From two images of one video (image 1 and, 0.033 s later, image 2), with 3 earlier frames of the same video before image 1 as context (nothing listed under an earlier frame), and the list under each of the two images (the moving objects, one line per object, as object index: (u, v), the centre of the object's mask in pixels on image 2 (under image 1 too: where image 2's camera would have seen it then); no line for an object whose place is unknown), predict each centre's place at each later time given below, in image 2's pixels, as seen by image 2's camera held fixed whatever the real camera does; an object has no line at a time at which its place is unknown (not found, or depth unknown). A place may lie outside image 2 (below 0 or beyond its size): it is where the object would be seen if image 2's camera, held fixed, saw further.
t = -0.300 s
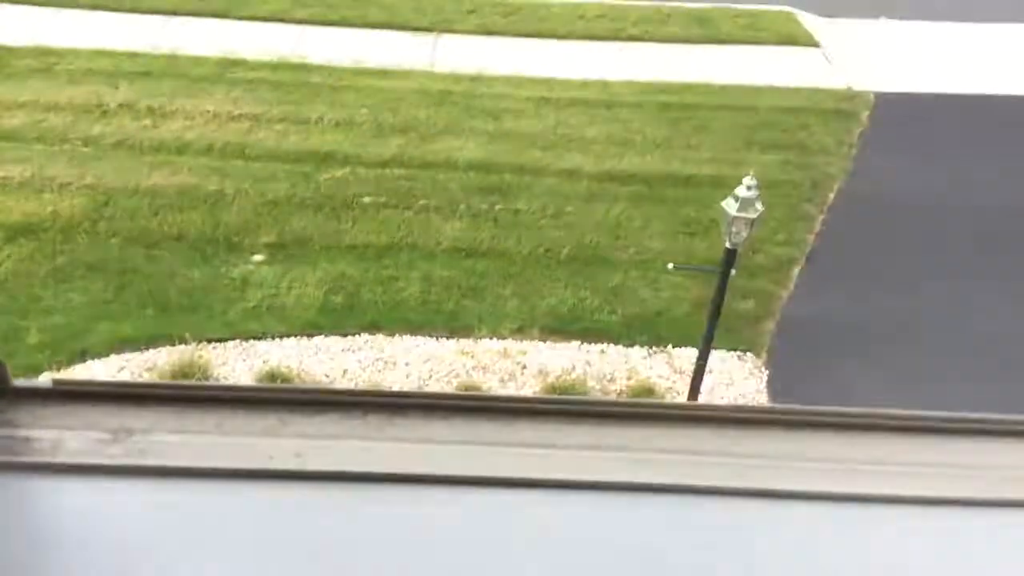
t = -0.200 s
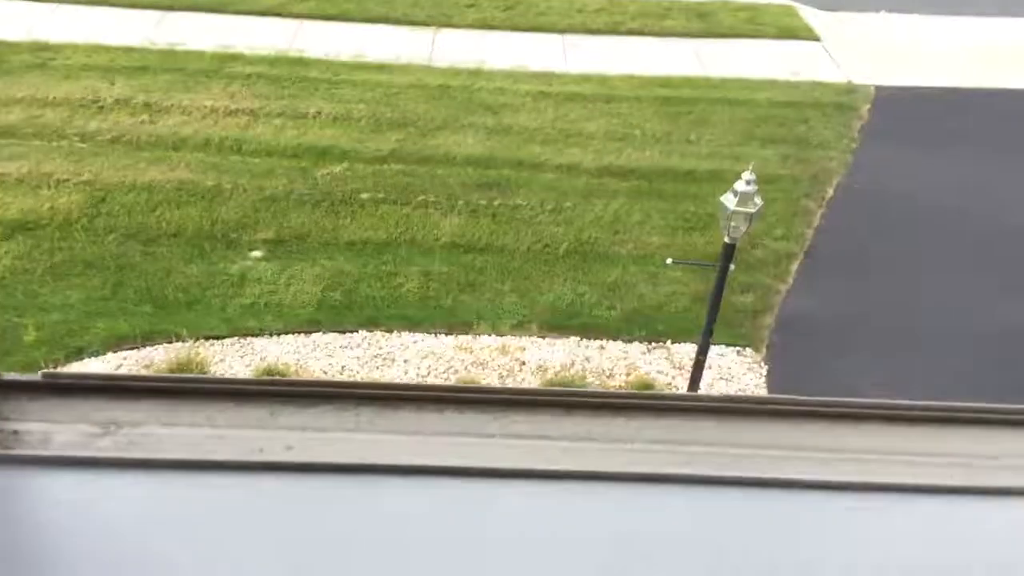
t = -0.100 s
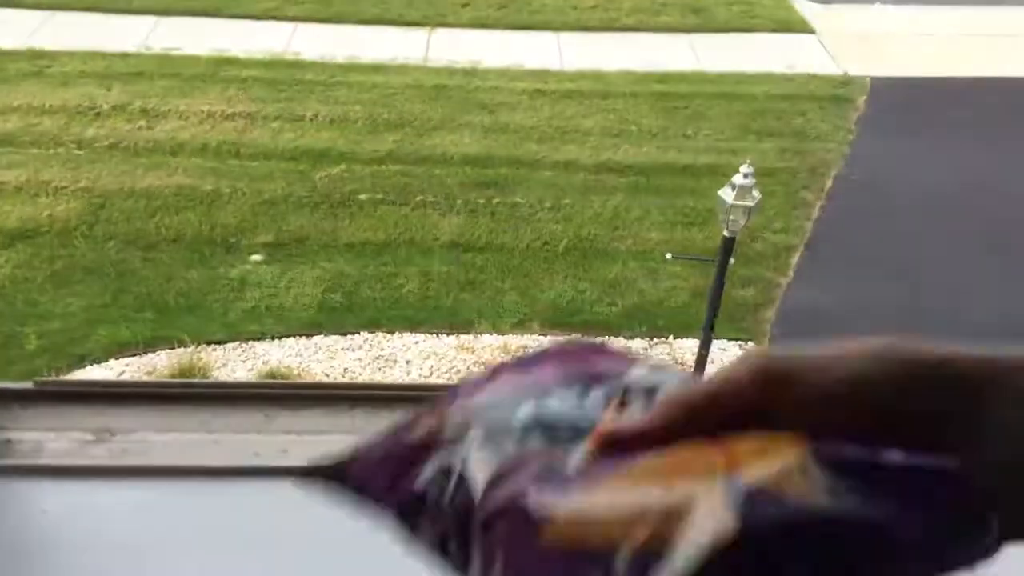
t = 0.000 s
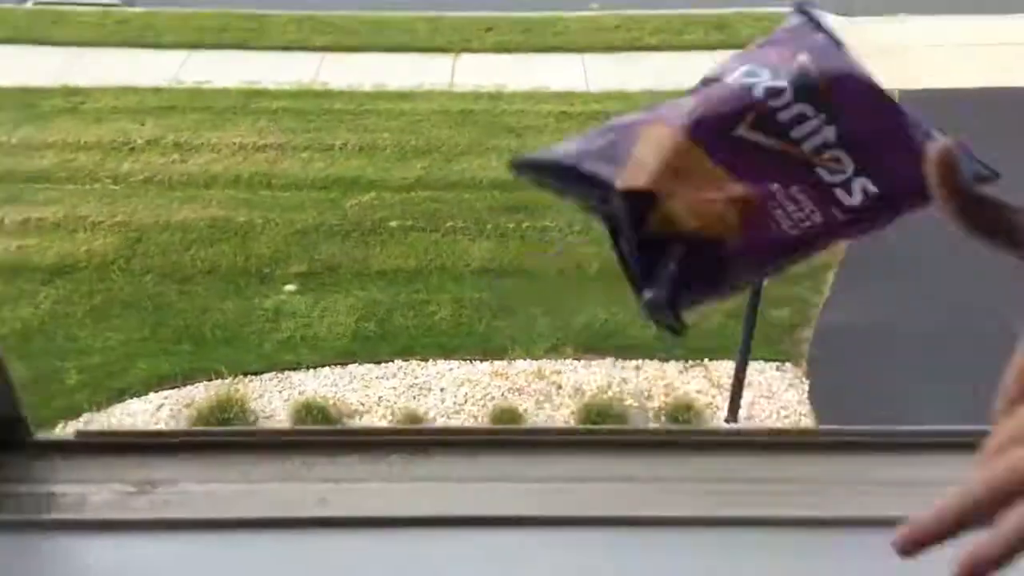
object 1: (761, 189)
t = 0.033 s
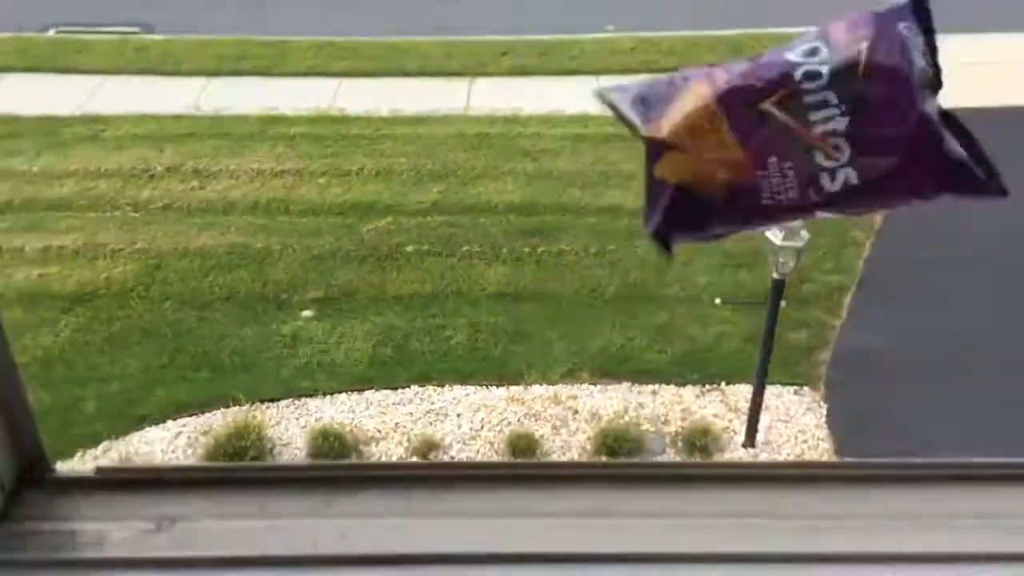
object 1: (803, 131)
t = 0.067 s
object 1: (816, 97)
